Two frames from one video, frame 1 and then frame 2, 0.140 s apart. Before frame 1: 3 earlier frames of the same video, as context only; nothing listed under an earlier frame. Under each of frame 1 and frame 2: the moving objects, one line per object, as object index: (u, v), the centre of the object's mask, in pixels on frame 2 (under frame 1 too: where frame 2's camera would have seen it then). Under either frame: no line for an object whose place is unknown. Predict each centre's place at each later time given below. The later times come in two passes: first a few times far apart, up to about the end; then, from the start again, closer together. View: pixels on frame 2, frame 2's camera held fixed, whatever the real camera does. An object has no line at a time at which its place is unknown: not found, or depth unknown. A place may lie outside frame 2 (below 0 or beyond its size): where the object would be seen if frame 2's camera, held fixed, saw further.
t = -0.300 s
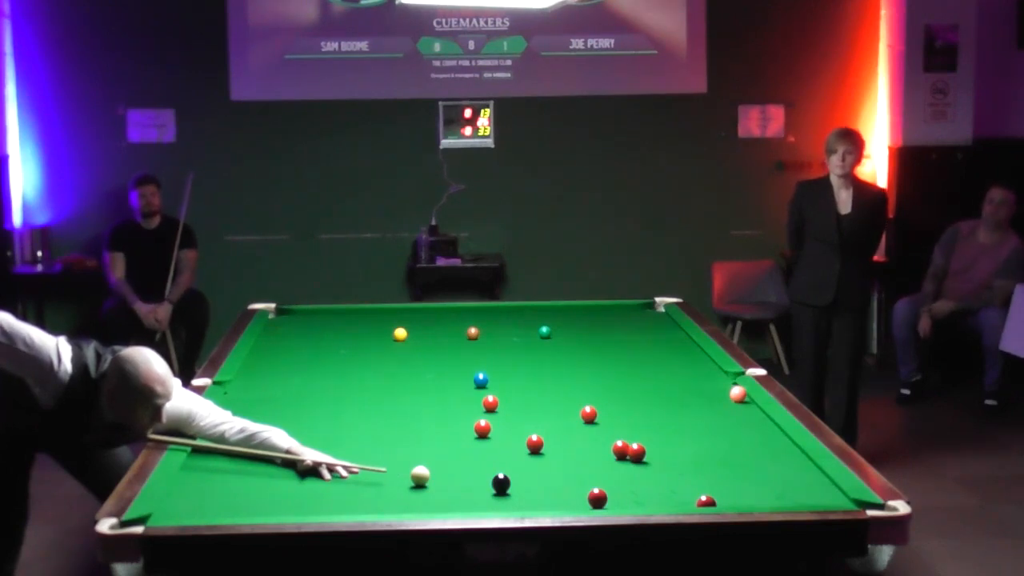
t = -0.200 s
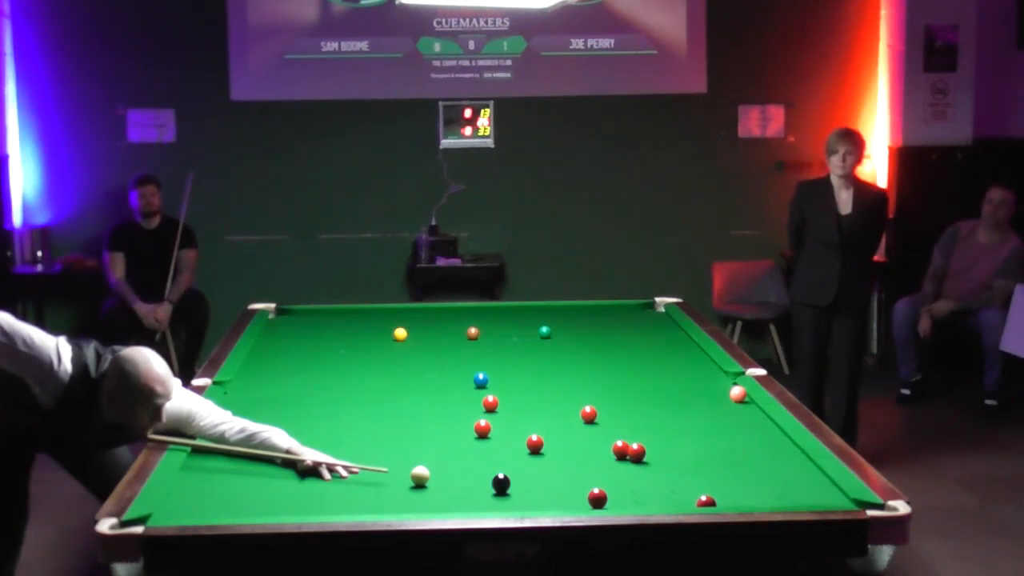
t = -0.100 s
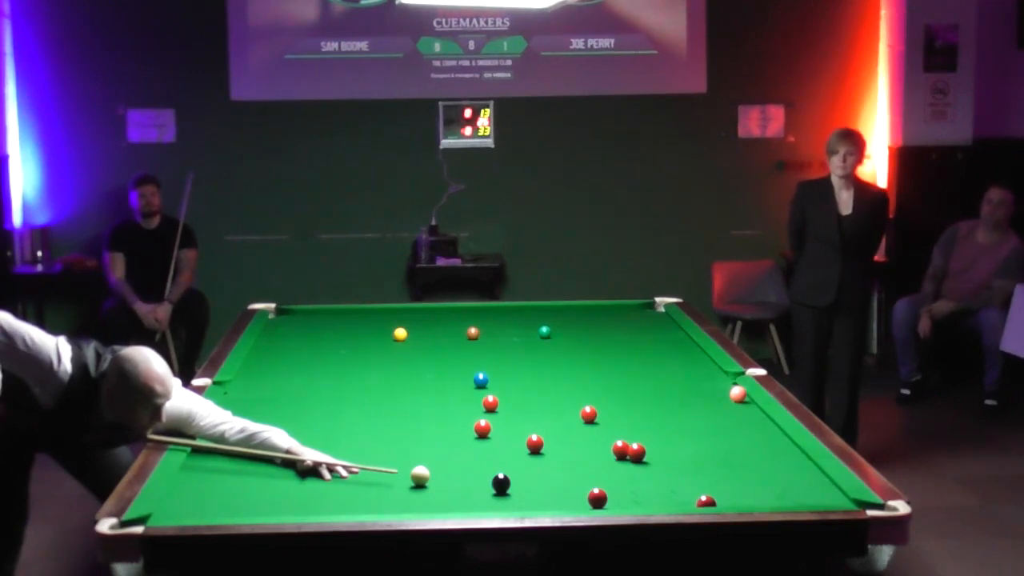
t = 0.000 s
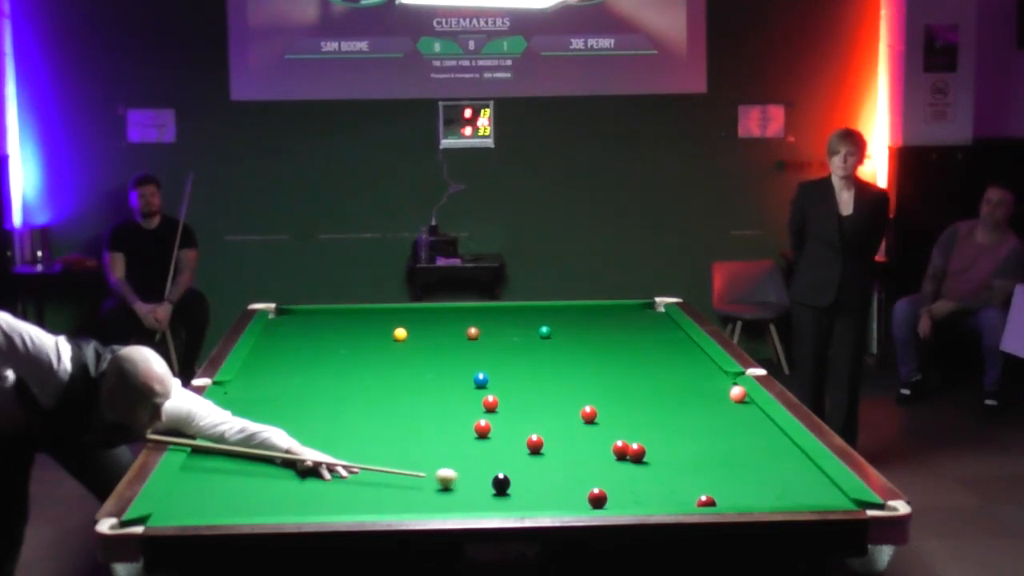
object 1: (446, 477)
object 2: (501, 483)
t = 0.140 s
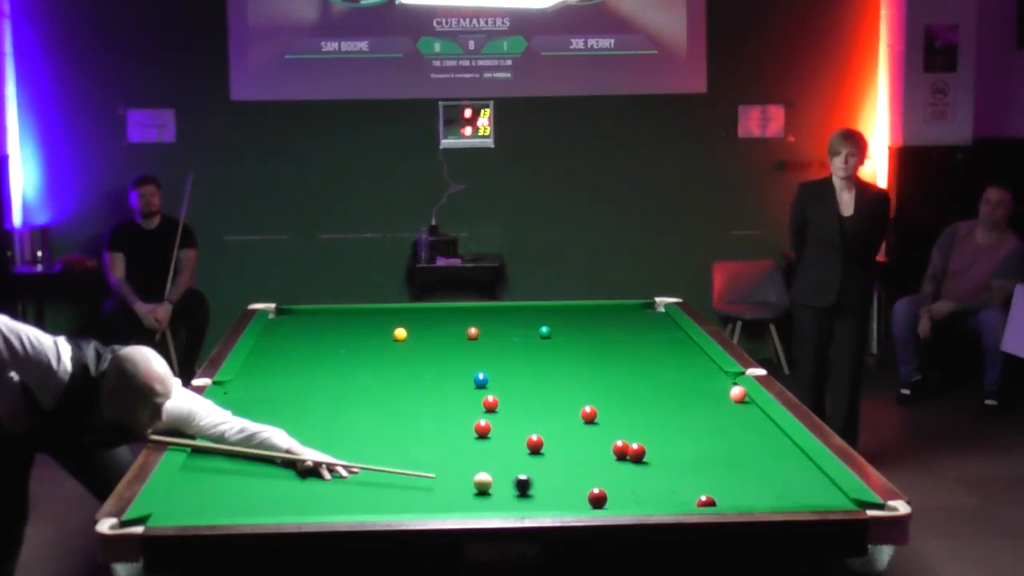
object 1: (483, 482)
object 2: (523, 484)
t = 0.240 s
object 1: (489, 484)
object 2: (555, 486)
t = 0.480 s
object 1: (506, 488)
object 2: (622, 490)
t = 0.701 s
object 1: (522, 491)
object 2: (682, 494)
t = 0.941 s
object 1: (537, 495)
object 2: (747, 496)
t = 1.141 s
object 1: (549, 498)
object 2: (801, 498)
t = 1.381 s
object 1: (563, 500)
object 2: (856, 503)
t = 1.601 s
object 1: (574, 502)
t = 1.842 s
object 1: (585, 504)
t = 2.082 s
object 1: (595, 505)
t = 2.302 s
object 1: (600, 504)
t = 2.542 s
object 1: (603, 504)
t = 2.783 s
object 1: (606, 503)
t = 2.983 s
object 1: (607, 503)
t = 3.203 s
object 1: (607, 503)
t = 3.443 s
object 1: (607, 503)
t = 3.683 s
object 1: (607, 503)
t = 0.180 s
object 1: (484, 483)
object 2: (536, 484)
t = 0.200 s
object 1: (486, 483)
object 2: (543, 485)
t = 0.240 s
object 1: (489, 484)
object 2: (555, 486)
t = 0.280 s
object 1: (492, 484)
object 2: (566, 487)
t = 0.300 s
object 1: (493, 485)
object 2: (572, 487)
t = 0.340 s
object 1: (496, 485)
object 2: (582, 487)
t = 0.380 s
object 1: (499, 486)
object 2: (593, 484)
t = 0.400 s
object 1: (501, 486)
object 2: (600, 484)
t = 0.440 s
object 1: (503, 487)
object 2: (611, 489)
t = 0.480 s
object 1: (506, 488)
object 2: (622, 490)
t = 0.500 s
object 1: (508, 488)
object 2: (627, 490)
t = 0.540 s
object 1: (510, 489)
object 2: (638, 491)
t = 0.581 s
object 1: (513, 490)
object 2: (650, 492)
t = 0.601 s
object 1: (515, 490)
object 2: (655, 492)
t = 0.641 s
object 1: (518, 491)
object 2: (666, 493)
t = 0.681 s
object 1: (520, 491)
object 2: (677, 493)
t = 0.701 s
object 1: (522, 491)
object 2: (682, 494)
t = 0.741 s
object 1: (524, 492)
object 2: (692, 493)
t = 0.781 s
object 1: (527, 493)
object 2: (703, 491)
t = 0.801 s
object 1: (528, 493)
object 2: (710, 491)
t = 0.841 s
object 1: (531, 494)
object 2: (721, 495)
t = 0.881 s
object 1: (534, 494)
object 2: (731, 496)
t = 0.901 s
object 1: (535, 495)
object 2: (737, 496)
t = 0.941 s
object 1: (537, 495)
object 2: (747, 496)
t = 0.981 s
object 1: (540, 496)
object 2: (758, 497)
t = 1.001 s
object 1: (541, 496)
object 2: (764, 497)
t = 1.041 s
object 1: (543, 497)
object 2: (774, 497)
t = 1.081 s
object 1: (546, 497)
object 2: (785, 498)
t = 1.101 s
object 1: (547, 497)
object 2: (790, 497)
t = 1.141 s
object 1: (549, 498)
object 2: (801, 498)
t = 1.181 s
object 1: (551, 498)
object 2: (812, 498)
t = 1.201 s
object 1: (553, 499)
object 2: (817, 499)
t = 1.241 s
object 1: (555, 499)
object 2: (828, 499)
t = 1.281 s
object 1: (557, 500)
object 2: (838, 499)
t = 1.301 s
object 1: (559, 500)
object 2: (844, 500)
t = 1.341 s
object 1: (561, 500)
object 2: (854, 500)
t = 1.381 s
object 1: (563, 500)
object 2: (856, 503)
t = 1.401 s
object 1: (564, 501)
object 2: (857, 504)
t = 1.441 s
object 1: (566, 501)
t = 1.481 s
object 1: (568, 501)
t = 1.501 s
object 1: (569, 501)
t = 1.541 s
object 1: (571, 501)
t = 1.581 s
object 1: (573, 502)
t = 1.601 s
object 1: (574, 502)
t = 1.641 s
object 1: (576, 503)
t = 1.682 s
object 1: (578, 503)
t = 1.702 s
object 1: (578, 503)
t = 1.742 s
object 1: (580, 503)
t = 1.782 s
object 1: (582, 503)
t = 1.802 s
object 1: (584, 503)
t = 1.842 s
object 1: (585, 504)
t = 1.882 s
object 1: (587, 504)
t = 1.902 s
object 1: (588, 504)
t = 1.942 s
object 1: (589, 504)
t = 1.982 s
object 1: (591, 504)
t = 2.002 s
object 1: (591, 504)
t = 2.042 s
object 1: (593, 505)
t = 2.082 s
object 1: (595, 505)
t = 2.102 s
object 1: (596, 505)
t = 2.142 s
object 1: (597, 505)
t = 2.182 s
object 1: (597, 505)
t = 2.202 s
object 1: (598, 505)
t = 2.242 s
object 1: (598, 504)
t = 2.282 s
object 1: (599, 504)
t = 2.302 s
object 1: (600, 504)
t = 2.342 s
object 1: (600, 504)
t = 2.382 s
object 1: (601, 504)
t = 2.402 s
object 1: (601, 504)
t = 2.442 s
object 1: (602, 504)
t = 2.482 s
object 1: (602, 504)
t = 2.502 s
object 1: (603, 504)
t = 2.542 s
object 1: (603, 504)
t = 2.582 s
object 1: (604, 504)
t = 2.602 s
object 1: (604, 504)
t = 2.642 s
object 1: (604, 504)
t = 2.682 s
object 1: (605, 504)
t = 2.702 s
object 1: (605, 504)
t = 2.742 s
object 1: (606, 503)
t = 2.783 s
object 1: (606, 503)
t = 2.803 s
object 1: (606, 503)
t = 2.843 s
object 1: (606, 503)
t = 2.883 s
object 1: (607, 503)
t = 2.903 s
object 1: (607, 503)
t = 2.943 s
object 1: (607, 503)
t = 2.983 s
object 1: (607, 503)
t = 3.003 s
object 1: (607, 503)
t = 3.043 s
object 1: (607, 503)
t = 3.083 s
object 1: (607, 503)
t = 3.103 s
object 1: (607, 503)
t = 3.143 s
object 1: (607, 503)
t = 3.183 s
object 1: (607, 503)
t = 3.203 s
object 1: (607, 503)
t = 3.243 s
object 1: (607, 503)
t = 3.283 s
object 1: (607, 503)
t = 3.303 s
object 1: (607, 504)
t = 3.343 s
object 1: (607, 504)
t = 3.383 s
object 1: (607, 504)
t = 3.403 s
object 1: (607, 503)
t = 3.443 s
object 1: (607, 503)
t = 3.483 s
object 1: (607, 504)
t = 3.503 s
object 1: (607, 503)
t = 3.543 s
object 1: (607, 503)
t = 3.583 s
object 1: (607, 504)
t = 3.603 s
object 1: (607, 503)
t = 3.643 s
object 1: (607, 504)
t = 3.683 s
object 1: (607, 503)
